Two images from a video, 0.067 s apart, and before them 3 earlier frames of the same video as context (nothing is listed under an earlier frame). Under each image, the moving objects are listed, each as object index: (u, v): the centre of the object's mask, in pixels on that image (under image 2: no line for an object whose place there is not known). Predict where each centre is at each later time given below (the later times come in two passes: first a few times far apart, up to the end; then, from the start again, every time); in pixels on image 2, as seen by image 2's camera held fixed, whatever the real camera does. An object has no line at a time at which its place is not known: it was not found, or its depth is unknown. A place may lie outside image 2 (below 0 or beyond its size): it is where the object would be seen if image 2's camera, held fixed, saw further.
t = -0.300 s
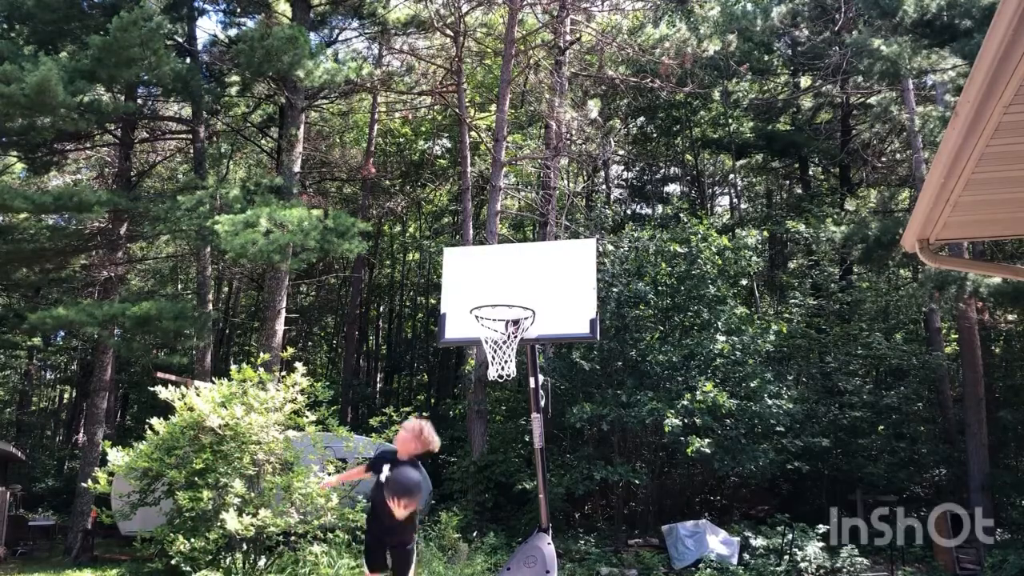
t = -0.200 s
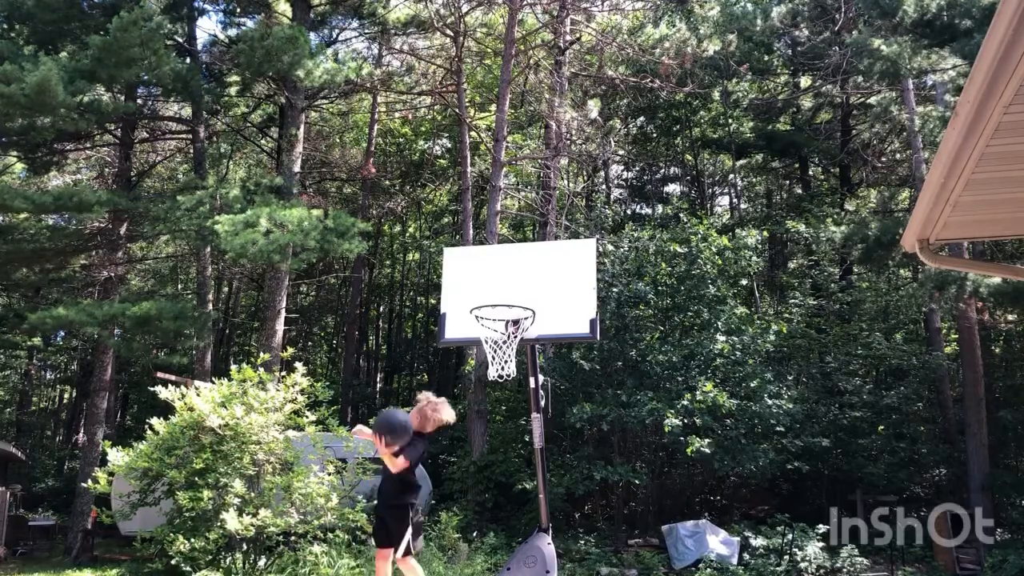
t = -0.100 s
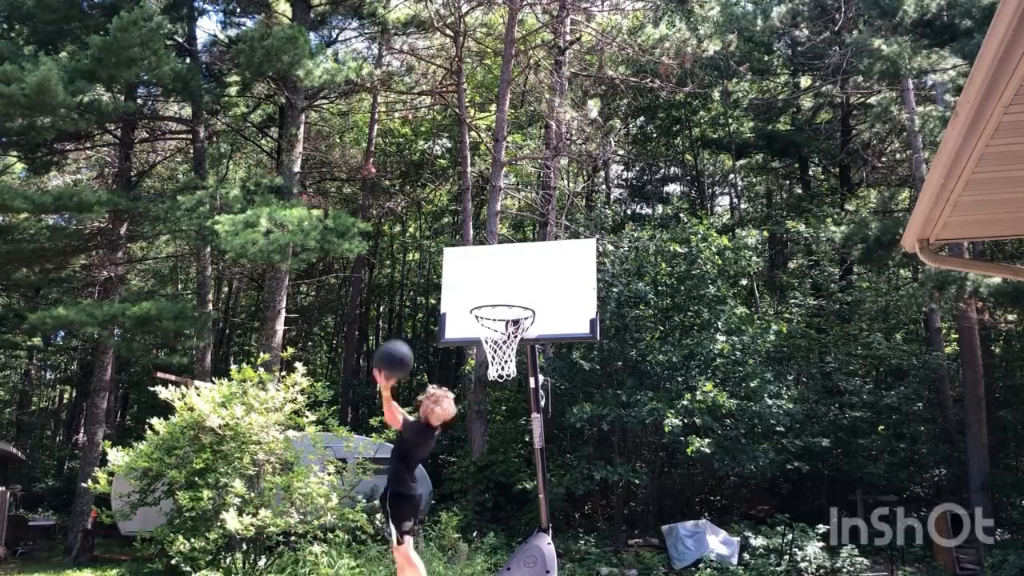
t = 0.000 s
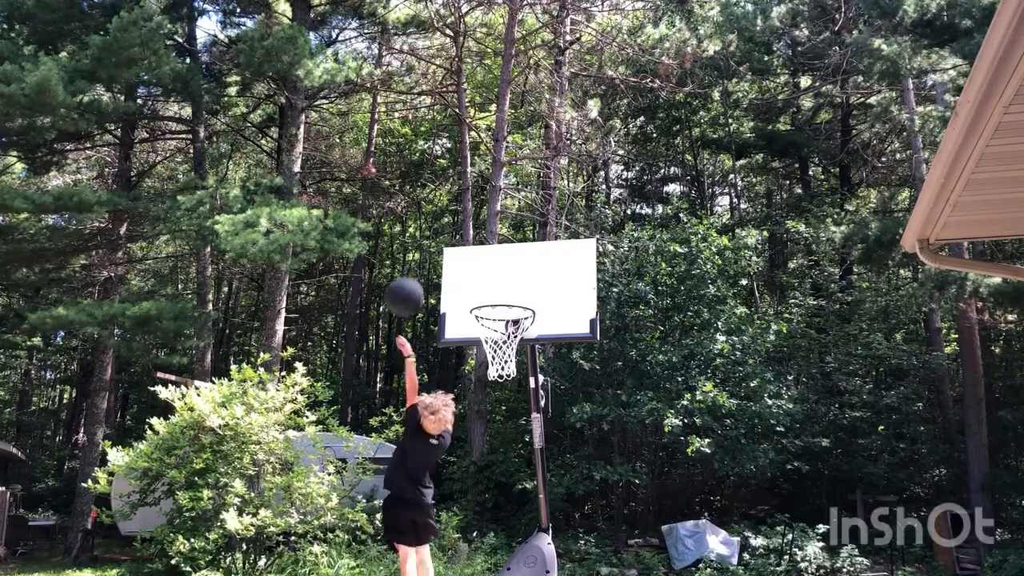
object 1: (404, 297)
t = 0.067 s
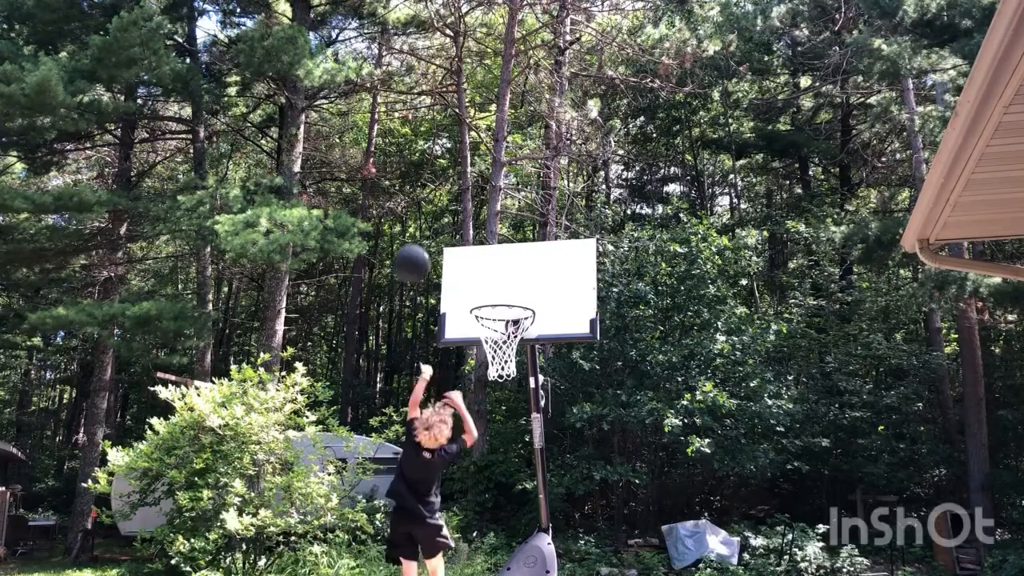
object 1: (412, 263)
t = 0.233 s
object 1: (428, 213)
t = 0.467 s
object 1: (448, 212)
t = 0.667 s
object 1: (462, 269)
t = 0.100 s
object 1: (415, 250)
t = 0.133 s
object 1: (418, 238)
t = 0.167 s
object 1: (422, 227)
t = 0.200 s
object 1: (425, 220)
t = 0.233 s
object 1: (428, 213)
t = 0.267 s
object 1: (431, 209)
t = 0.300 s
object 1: (434, 205)
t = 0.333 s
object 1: (437, 204)
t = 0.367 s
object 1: (439, 204)
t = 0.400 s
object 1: (442, 205)
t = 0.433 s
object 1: (445, 207)
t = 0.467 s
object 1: (448, 212)
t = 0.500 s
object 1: (450, 217)
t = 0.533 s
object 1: (452, 225)
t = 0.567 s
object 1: (455, 233)
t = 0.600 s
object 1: (457, 243)
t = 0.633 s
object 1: (460, 255)
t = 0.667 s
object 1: (462, 269)
